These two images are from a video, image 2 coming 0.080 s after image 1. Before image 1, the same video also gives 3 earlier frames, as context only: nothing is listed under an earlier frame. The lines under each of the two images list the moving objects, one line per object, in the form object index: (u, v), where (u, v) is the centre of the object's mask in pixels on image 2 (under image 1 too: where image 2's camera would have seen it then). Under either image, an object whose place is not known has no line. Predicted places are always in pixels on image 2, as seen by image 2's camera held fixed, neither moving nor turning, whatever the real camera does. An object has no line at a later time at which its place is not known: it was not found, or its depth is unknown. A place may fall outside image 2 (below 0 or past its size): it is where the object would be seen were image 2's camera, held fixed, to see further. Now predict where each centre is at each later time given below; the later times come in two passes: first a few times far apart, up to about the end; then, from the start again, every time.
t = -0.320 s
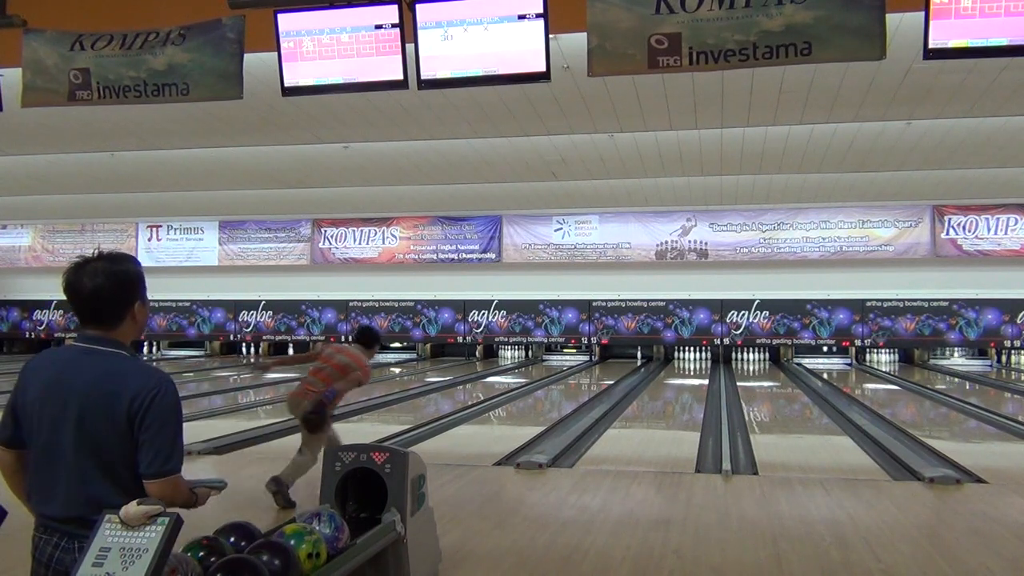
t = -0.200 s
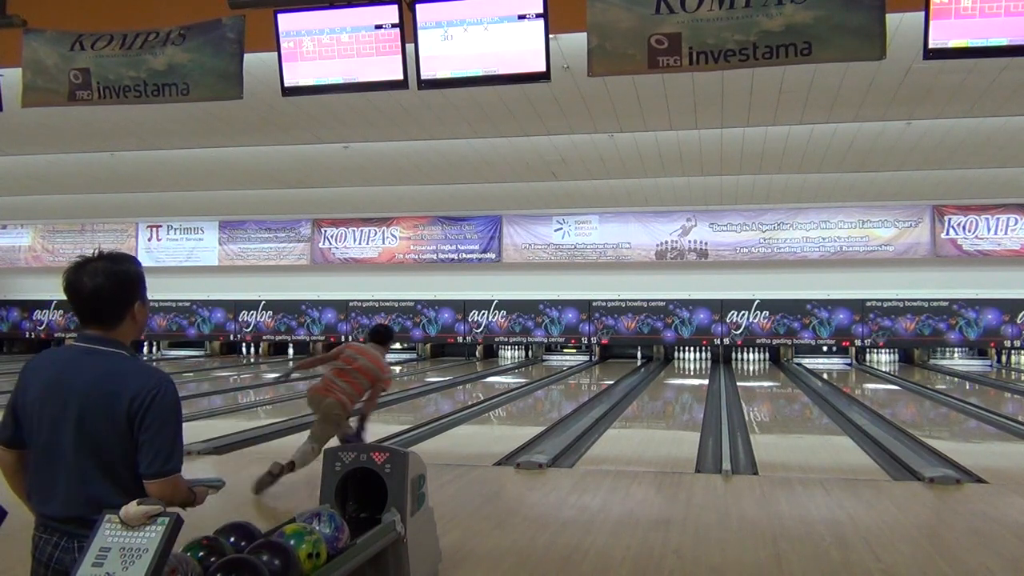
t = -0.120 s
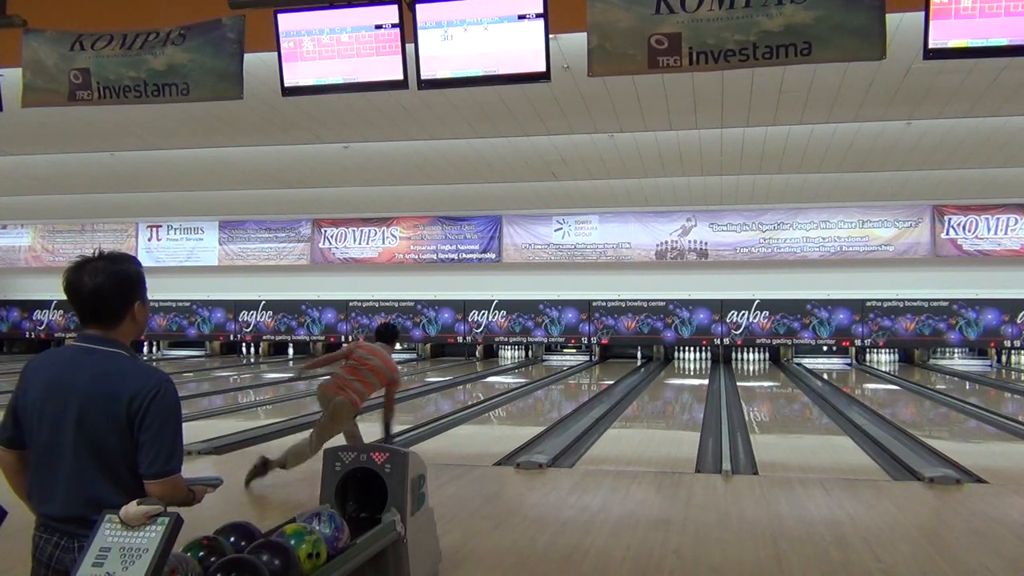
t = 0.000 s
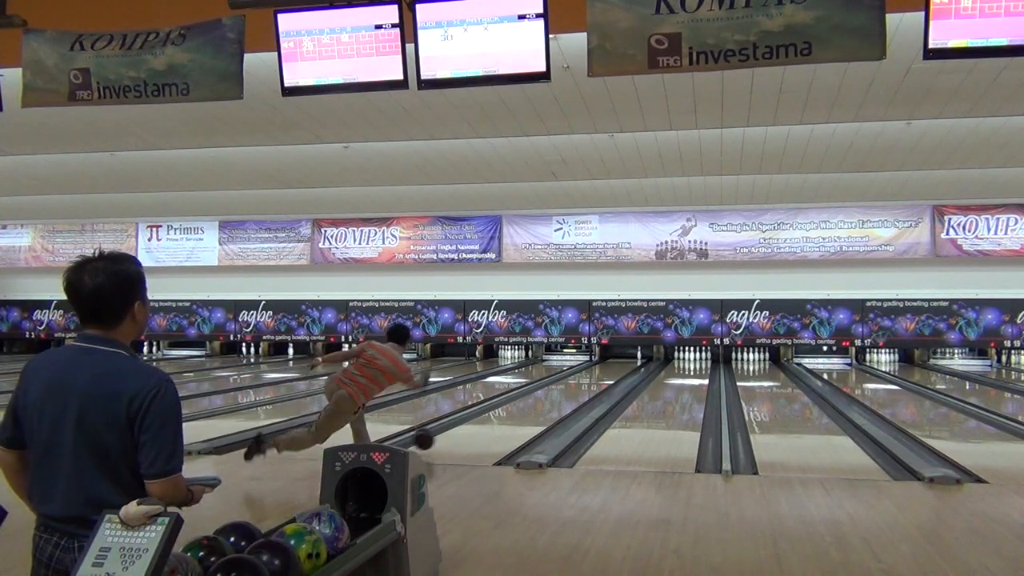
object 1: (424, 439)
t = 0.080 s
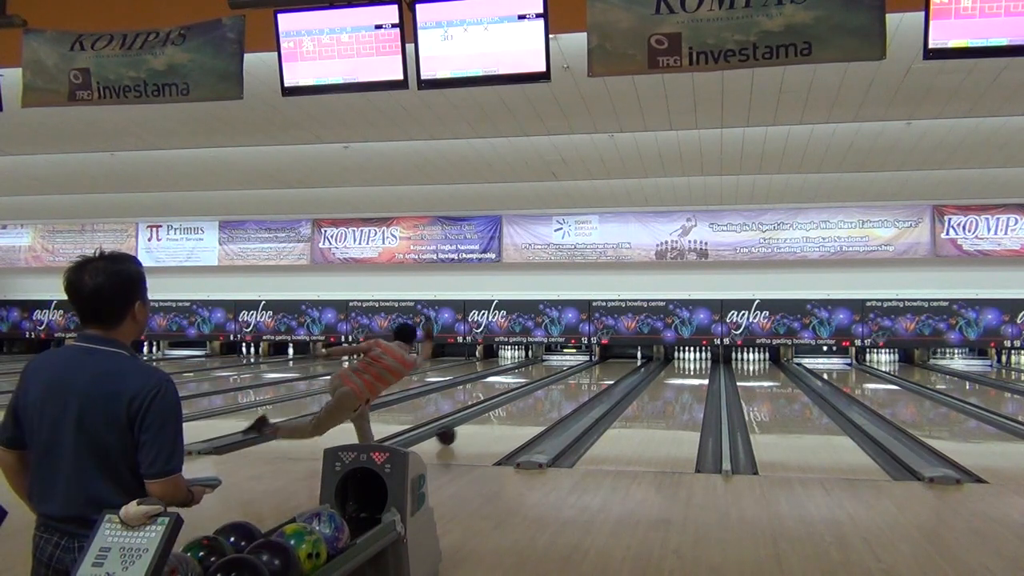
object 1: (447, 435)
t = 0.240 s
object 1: (483, 422)
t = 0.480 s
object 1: (524, 405)
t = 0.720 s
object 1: (554, 393)
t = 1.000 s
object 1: (580, 383)
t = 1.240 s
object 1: (597, 376)
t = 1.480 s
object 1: (612, 370)
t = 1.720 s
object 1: (622, 367)
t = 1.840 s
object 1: (626, 365)
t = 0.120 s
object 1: (456, 432)
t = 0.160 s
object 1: (465, 429)
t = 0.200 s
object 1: (474, 426)
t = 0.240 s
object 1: (483, 422)
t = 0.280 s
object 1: (490, 419)
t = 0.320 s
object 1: (498, 416)
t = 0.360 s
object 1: (505, 413)
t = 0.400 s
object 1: (511, 410)
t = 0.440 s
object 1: (518, 408)
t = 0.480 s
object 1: (524, 405)
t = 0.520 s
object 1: (530, 403)
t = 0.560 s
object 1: (535, 401)
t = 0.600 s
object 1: (540, 399)
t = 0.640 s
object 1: (545, 397)
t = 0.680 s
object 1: (549, 395)
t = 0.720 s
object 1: (554, 393)
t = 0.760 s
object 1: (558, 392)
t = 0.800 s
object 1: (562, 390)
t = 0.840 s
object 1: (566, 388)
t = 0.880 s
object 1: (570, 386)
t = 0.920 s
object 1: (574, 386)
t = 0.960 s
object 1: (577, 384)
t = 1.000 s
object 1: (580, 383)
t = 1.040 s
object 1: (584, 381)
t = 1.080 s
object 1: (586, 380)
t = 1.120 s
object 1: (589, 379)
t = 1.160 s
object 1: (592, 378)
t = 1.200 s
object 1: (595, 377)
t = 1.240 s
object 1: (597, 376)
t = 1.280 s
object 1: (600, 375)
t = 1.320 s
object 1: (602, 374)
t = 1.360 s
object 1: (604, 373)
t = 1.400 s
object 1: (607, 372)
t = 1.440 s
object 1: (610, 371)
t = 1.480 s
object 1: (612, 370)
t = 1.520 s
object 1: (613, 369)
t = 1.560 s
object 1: (615, 369)
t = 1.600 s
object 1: (617, 368)
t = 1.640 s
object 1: (618, 367)
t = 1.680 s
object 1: (620, 367)
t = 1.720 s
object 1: (622, 367)
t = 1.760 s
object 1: (623, 366)
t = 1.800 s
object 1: (624, 364)
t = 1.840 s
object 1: (626, 365)
